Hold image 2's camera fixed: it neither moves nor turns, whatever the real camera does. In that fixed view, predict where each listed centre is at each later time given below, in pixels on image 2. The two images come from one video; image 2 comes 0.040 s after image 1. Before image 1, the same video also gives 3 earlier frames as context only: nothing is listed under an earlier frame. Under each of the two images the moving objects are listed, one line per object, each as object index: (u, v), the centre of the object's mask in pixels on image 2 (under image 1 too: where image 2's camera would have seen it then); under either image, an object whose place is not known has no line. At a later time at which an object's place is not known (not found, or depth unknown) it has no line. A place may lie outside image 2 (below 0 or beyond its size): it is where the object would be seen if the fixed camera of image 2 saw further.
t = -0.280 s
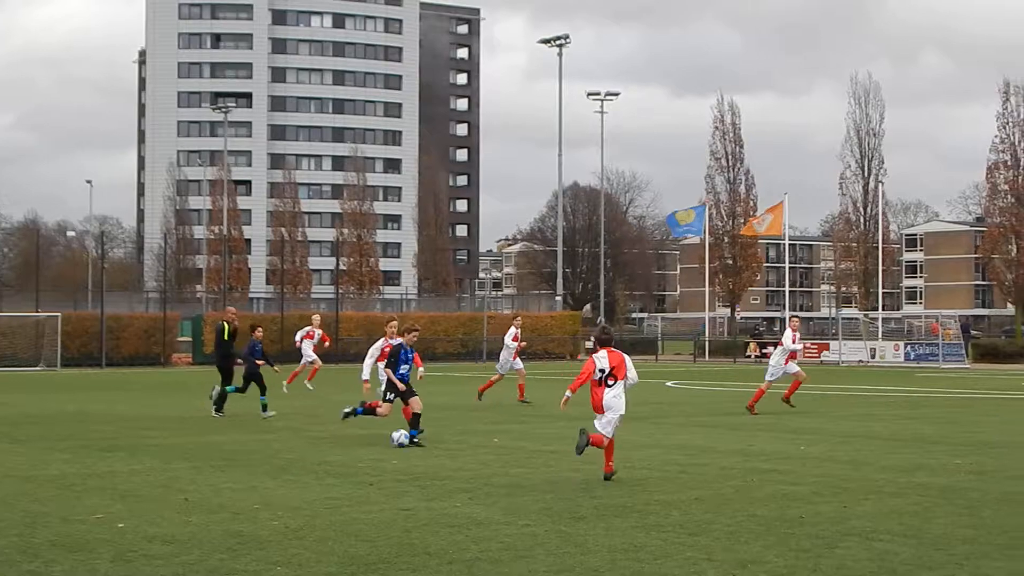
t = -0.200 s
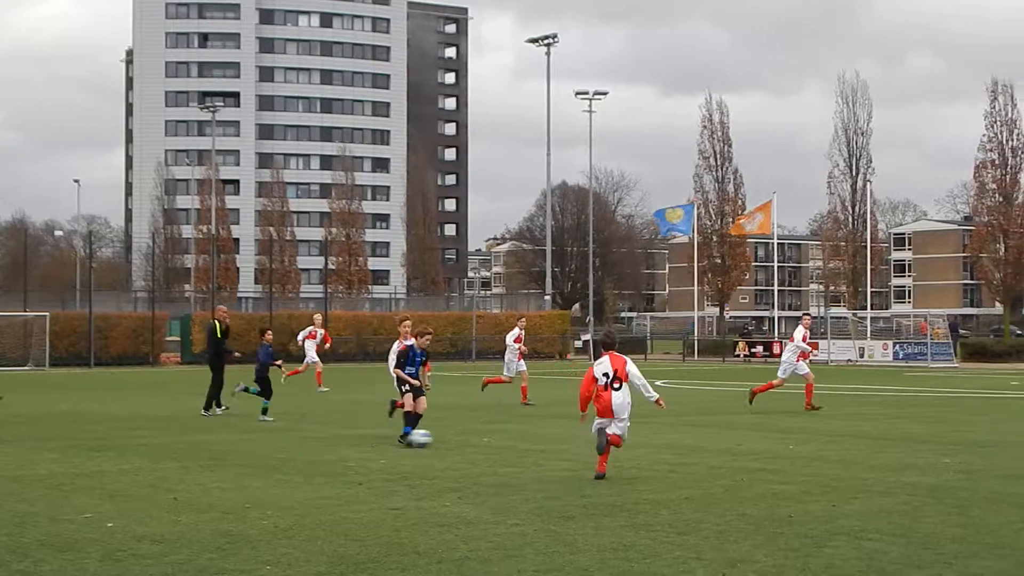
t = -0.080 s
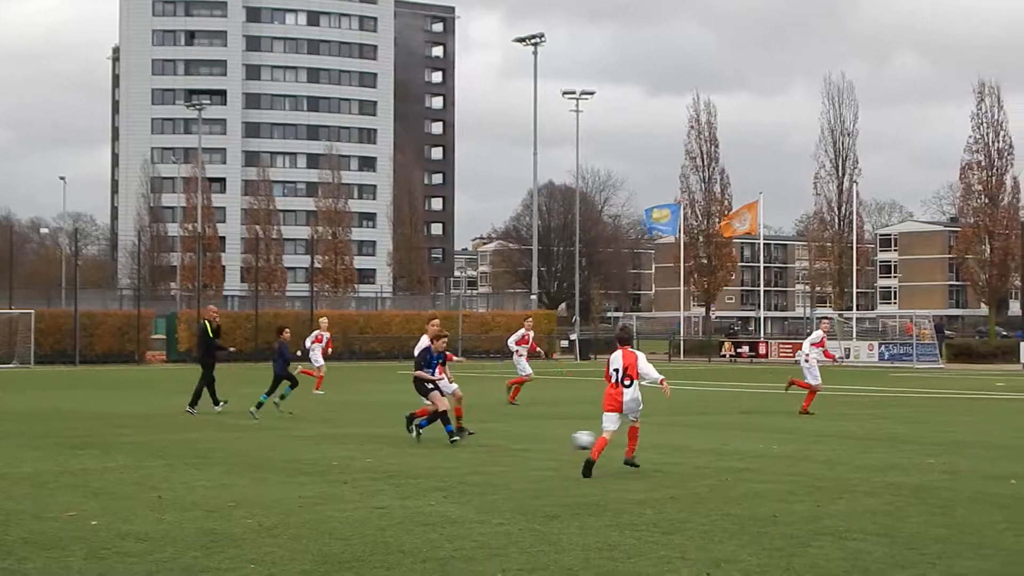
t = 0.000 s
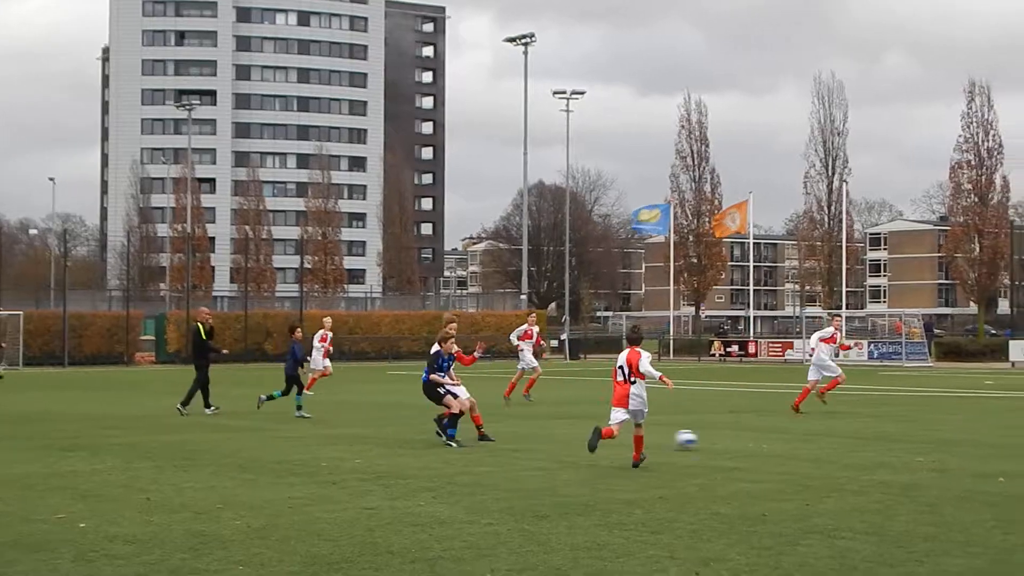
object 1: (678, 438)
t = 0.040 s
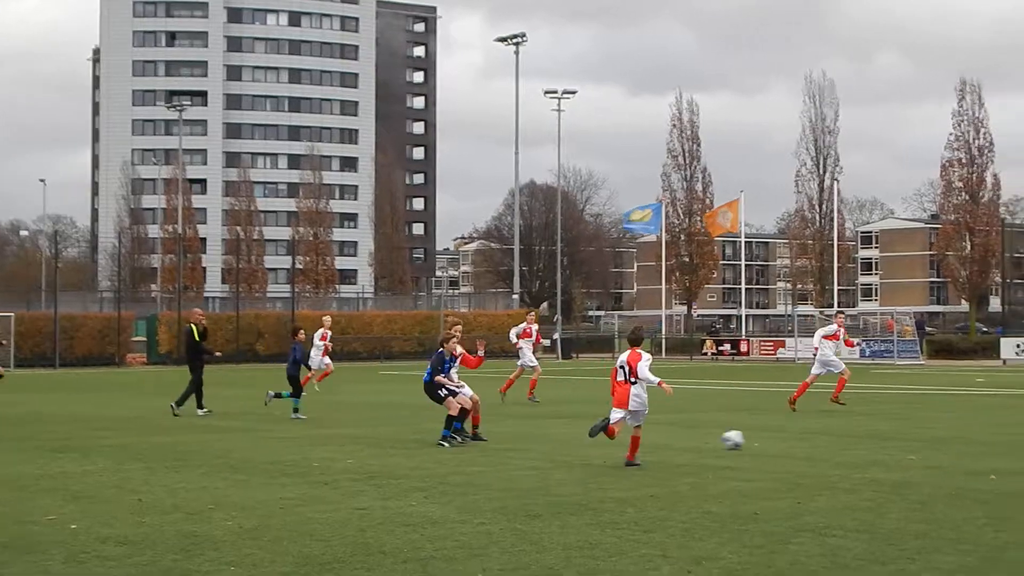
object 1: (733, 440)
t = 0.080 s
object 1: (785, 440)
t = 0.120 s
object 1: (836, 439)
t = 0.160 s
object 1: (886, 440)
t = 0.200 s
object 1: (934, 442)
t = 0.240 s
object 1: (978, 440)
